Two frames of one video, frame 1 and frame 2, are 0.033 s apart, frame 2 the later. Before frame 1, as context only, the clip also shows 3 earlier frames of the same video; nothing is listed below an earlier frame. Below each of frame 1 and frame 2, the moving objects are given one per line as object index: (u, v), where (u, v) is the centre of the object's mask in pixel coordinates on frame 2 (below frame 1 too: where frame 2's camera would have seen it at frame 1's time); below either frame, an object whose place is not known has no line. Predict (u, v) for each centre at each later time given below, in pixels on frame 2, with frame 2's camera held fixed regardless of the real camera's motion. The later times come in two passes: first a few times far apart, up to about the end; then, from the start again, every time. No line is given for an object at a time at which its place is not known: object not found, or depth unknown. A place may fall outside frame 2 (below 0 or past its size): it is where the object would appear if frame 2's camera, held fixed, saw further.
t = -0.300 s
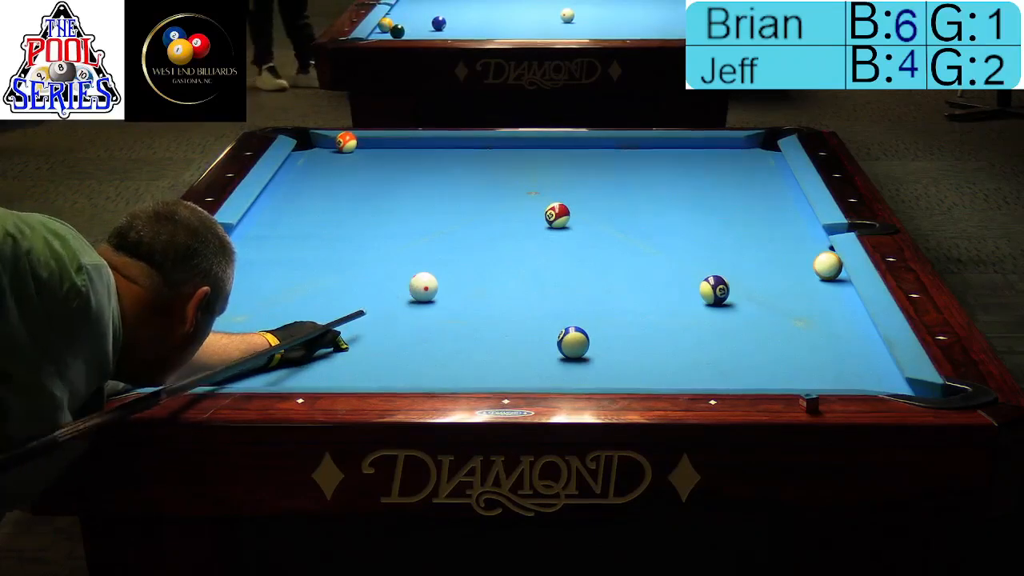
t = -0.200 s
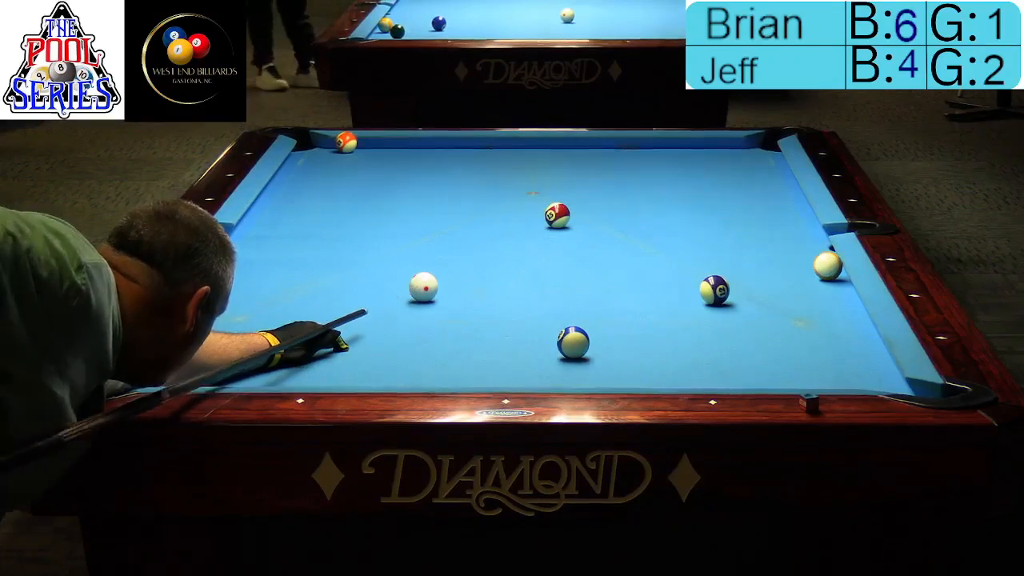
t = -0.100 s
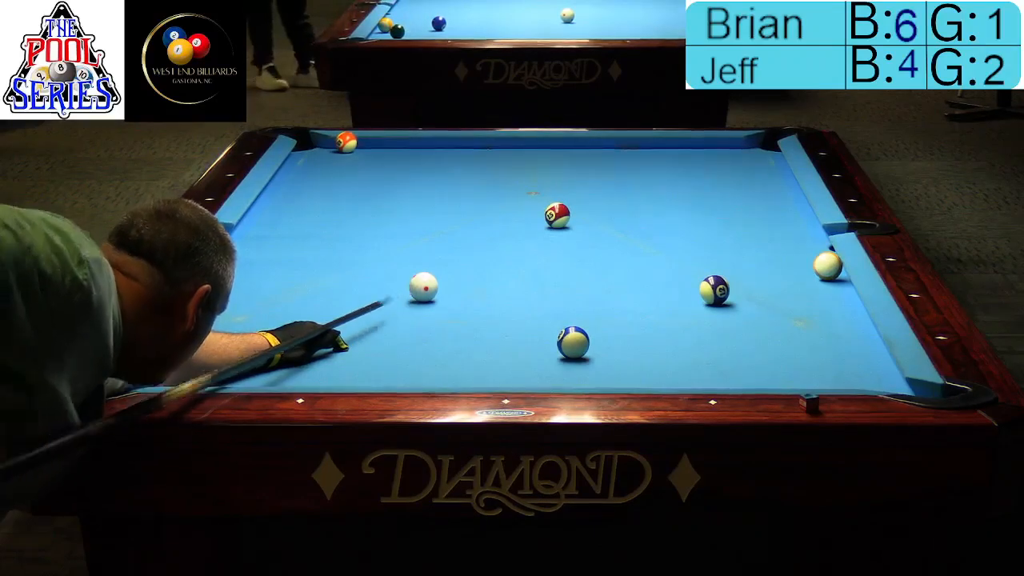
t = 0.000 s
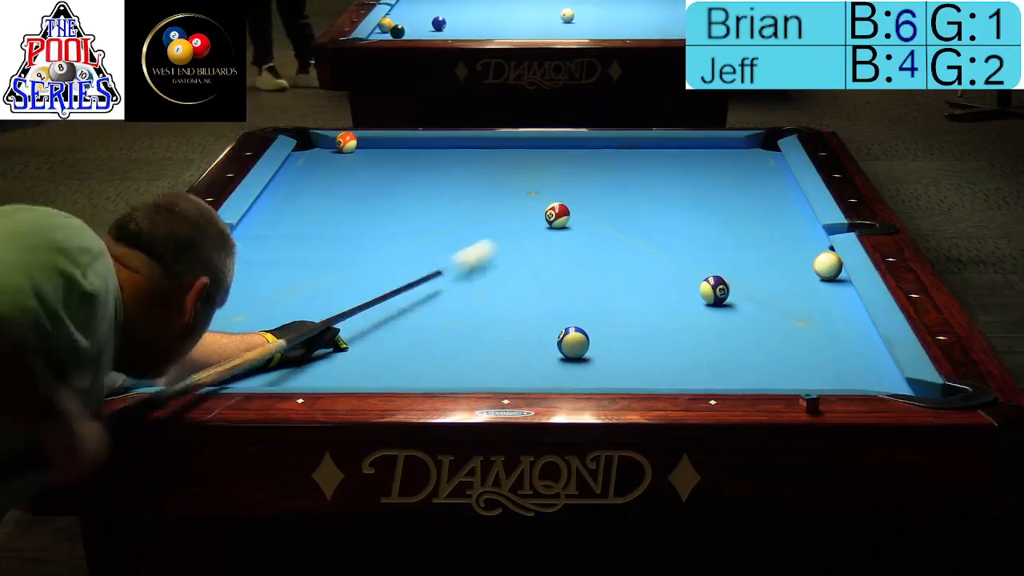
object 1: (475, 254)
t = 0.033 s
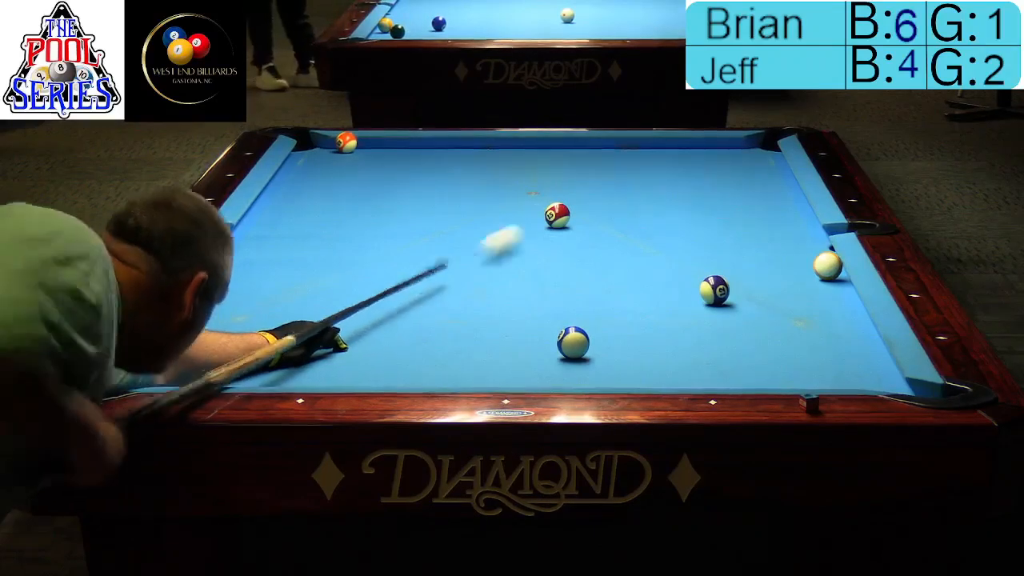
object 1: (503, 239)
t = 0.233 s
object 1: (519, 215)
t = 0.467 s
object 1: (505, 198)
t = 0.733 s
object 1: (507, 175)
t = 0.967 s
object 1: (508, 158)
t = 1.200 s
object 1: (509, 142)
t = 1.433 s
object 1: (513, 143)
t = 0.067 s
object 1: (527, 226)
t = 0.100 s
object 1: (543, 218)
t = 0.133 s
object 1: (537, 217)
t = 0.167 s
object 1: (530, 217)
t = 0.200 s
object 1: (524, 216)
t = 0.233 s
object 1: (519, 215)
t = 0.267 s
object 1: (515, 213)
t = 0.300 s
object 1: (511, 211)
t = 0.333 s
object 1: (508, 209)
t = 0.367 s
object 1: (506, 206)
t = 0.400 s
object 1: (505, 204)
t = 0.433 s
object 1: (505, 201)
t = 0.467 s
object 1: (505, 198)
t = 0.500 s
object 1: (505, 195)
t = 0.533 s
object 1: (505, 192)
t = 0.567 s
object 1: (505, 189)
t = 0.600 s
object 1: (505, 186)
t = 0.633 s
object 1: (506, 183)
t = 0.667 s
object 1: (506, 180)
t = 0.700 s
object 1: (506, 178)
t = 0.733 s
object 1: (507, 175)
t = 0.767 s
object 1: (507, 173)
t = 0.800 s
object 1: (507, 170)
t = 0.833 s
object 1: (507, 168)
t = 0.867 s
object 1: (508, 165)
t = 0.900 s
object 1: (508, 163)
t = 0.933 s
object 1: (508, 160)
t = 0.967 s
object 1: (508, 158)
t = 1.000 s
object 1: (508, 156)
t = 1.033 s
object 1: (508, 153)
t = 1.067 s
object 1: (509, 151)
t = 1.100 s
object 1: (509, 149)
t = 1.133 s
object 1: (509, 147)
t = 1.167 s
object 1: (509, 145)
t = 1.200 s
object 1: (509, 142)
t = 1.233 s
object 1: (509, 141)
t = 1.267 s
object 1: (510, 143)
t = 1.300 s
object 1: (510, 144)
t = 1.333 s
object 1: (510, 145)
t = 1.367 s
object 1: (508, 146)
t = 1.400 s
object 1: (509, 144)
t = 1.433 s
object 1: (513, 143)
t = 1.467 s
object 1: (513, 150)
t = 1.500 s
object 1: (514, 153)
